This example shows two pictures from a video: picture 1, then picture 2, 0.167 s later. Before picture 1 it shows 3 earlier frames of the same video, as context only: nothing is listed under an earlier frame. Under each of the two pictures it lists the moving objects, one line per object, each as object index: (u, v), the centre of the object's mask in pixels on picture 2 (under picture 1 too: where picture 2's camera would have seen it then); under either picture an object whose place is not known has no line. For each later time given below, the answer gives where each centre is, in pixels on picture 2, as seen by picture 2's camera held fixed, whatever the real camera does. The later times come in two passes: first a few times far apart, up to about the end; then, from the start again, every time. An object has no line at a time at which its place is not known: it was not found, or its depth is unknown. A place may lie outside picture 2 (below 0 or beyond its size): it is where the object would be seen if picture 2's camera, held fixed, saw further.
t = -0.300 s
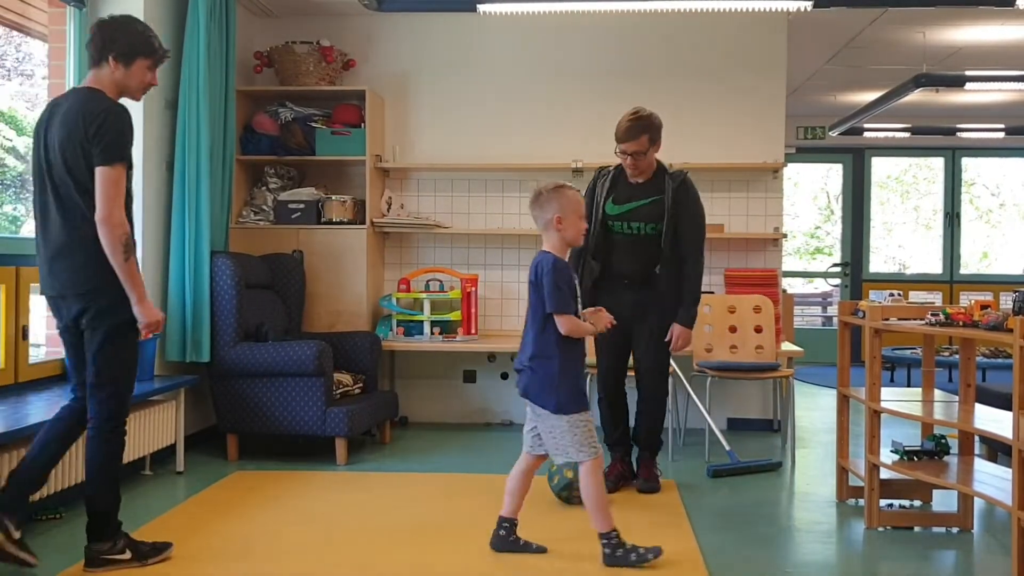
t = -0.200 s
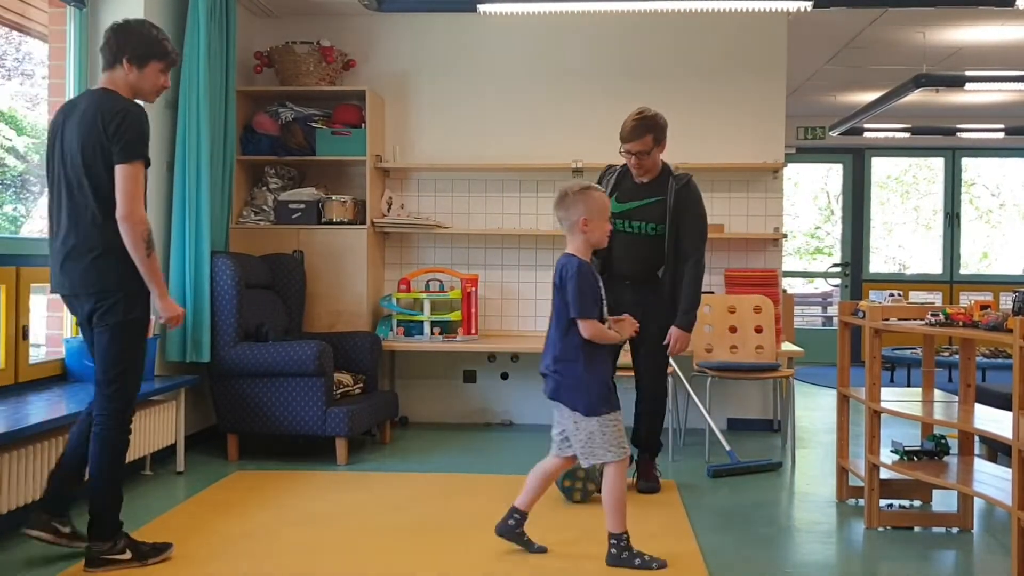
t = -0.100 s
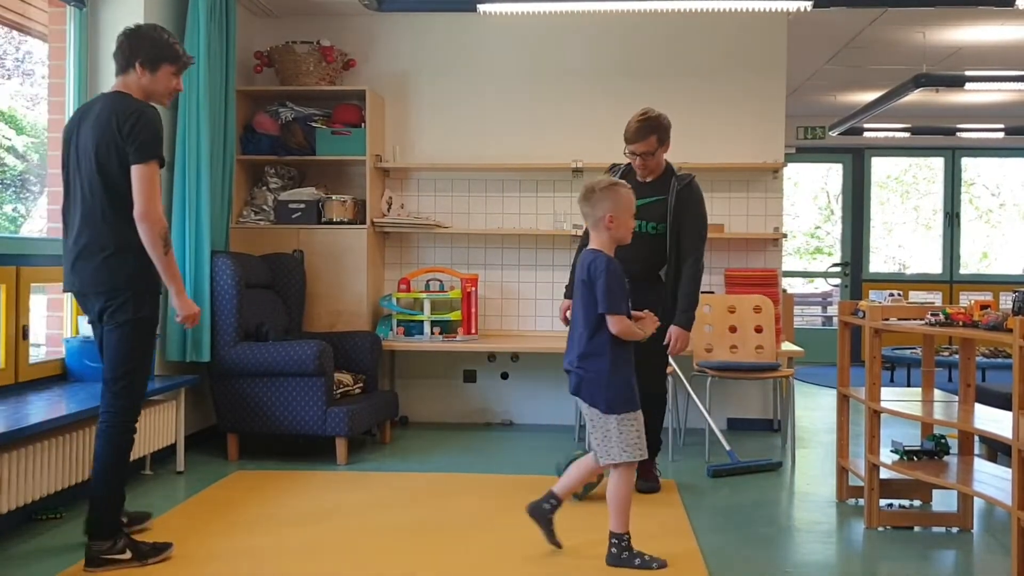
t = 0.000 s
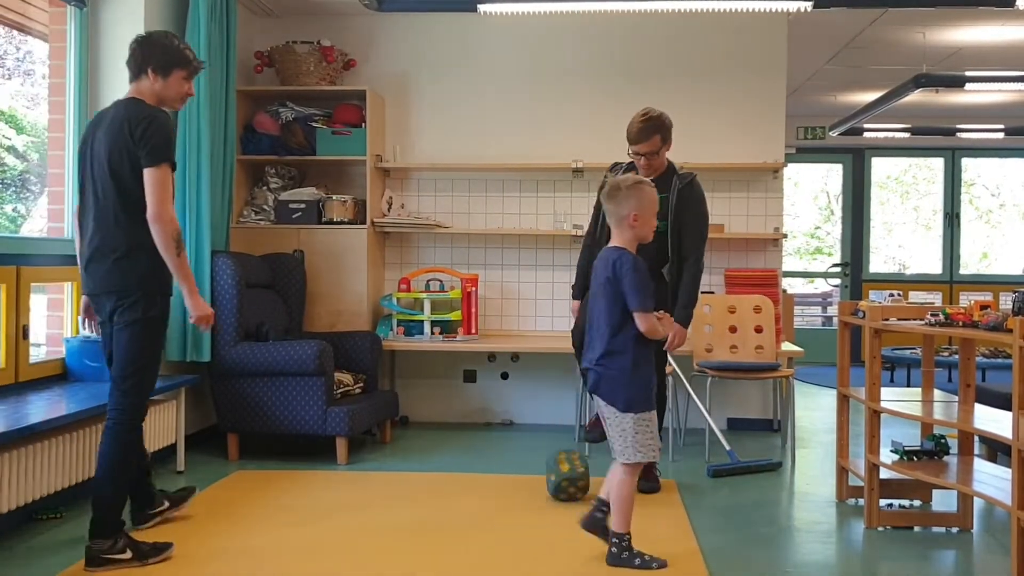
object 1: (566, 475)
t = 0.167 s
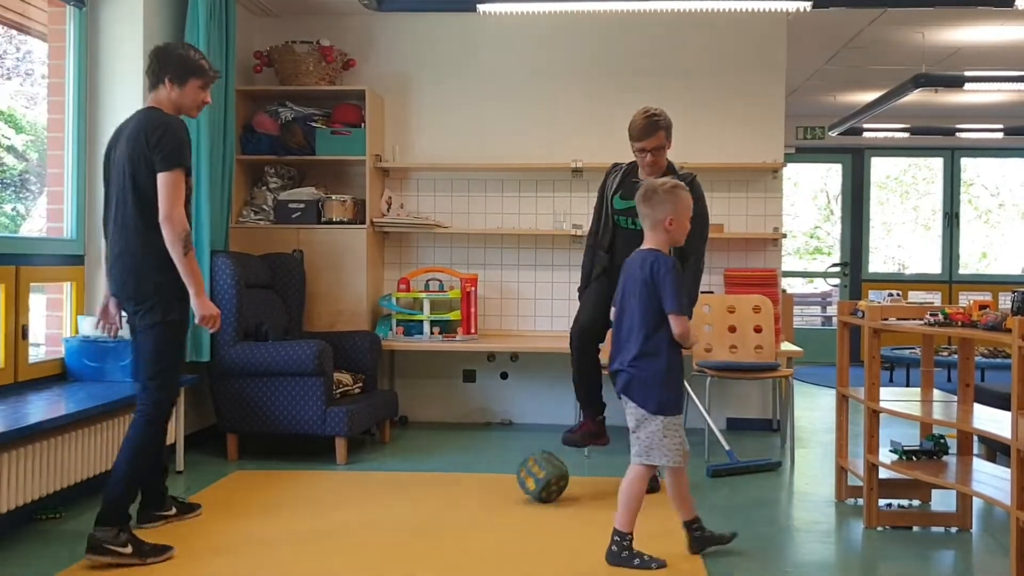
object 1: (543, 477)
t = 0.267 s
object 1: (528, 479)
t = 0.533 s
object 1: (496, 475)
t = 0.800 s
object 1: (478, 468)
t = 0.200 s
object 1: (538, 478)
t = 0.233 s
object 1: (533, 479)
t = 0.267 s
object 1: (528, 479)
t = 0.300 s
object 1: (523, 480)
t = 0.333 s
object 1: (519, 478)
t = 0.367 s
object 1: (514, 476)
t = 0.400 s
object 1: (511, 476)
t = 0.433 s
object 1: (507, 475)
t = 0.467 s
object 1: (503, 474)
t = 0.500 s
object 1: (500, 474)
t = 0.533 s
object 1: (496, 475)
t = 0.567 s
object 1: (492, 475)
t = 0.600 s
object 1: (488, 476)
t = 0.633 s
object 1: (485, 477)
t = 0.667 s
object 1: (482, 476)
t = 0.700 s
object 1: (480, 472)
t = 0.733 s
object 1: (479, 470)
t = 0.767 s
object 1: (479, 469)
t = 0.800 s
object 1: (478, 468)
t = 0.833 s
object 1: (478, 467)
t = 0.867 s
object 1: (478, 467)
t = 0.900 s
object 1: (477, 467)
